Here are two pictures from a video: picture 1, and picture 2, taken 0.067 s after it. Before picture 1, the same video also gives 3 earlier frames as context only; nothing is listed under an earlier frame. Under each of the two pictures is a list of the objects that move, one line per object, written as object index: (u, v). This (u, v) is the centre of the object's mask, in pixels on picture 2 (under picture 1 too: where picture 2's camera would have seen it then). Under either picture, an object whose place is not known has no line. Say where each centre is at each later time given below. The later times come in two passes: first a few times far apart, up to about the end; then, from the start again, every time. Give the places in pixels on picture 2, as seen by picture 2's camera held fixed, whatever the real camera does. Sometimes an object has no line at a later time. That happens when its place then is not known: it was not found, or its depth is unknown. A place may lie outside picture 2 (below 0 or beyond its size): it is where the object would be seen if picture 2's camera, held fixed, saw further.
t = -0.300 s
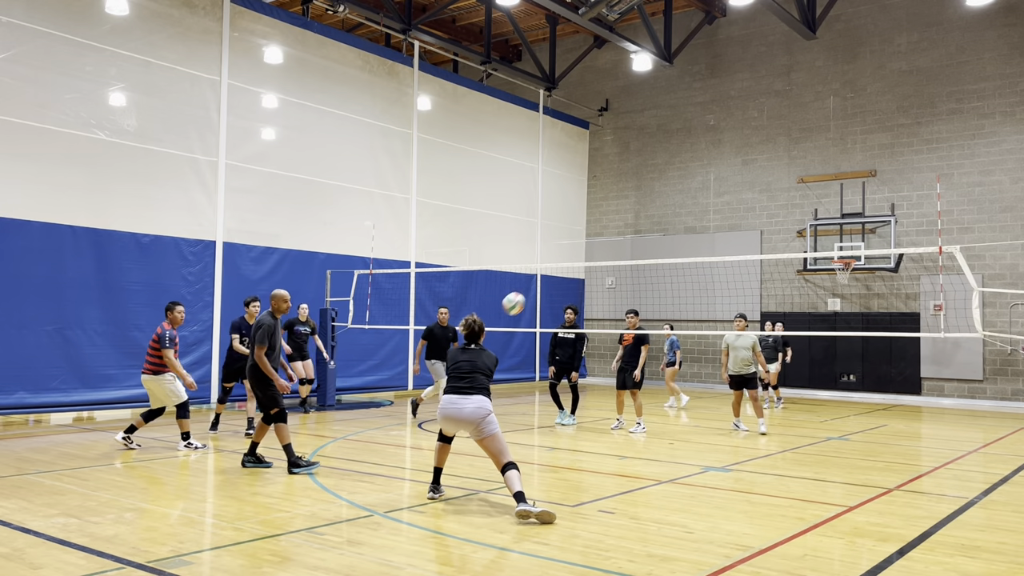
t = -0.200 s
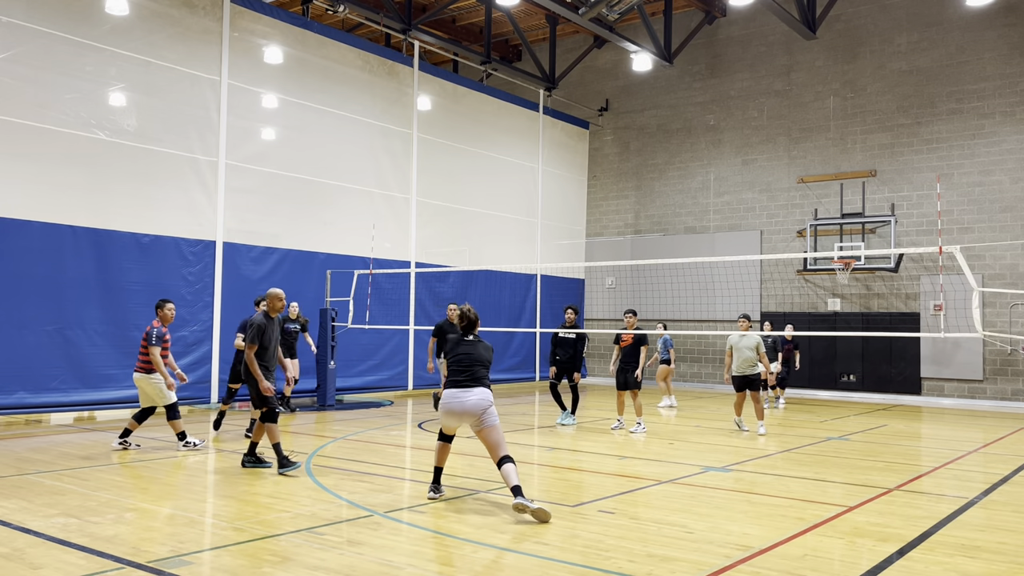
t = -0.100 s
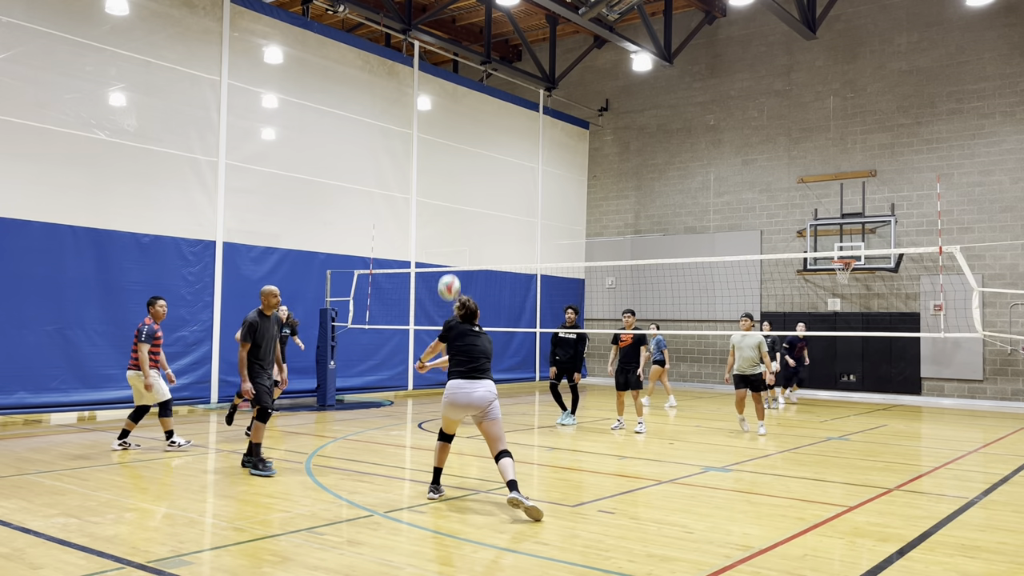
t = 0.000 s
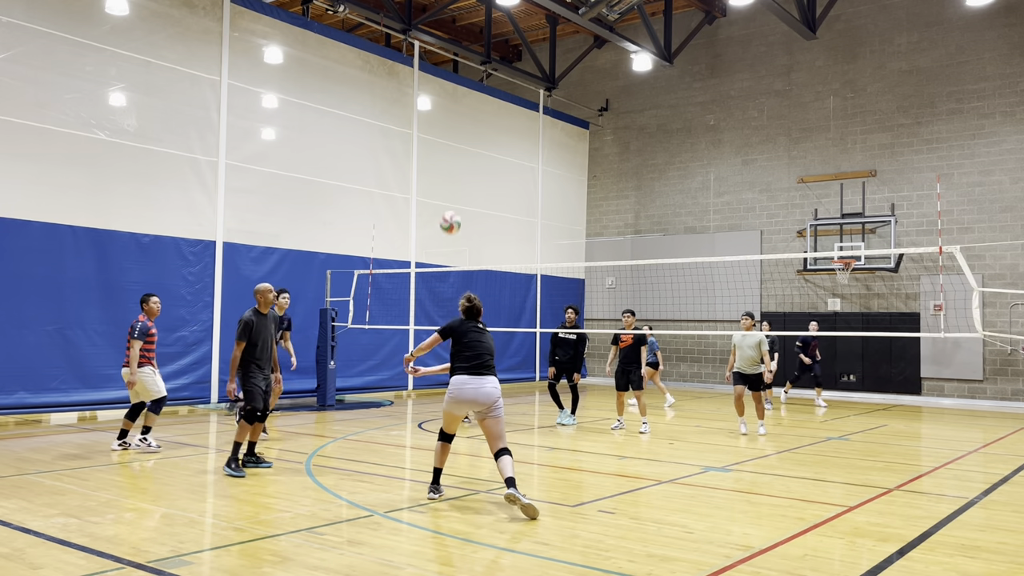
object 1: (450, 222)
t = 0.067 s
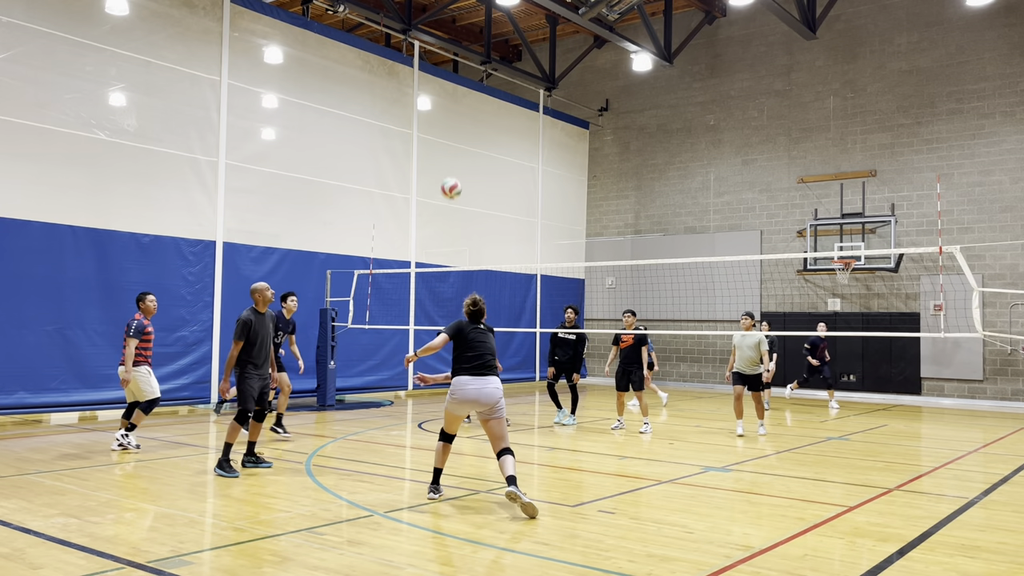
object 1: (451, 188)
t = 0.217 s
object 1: (452, 133)
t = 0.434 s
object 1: (452, 97)
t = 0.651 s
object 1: (452, 105)
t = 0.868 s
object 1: (452, 148)
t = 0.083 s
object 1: (451, 180)
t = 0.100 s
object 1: (451, 174)
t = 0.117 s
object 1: (451, 167)
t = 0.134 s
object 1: (451, 161)
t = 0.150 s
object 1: (451, 154)
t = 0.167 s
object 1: (452, 148)
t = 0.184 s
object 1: (452, 143)
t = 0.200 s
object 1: (452, 138)
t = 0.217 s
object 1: (452, 133)
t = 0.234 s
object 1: (452, 128)
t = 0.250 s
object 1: (452, 124)
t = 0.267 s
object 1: (452, 120)
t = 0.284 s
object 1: (452, 117)
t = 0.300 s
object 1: (452, 114)
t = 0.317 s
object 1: (452, 111)
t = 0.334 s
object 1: (452, 108)
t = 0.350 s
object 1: (452, 106)
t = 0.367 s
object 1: (453, 103)
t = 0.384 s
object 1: (453, 101)
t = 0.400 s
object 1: (453, 100)
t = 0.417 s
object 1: (453, 98)
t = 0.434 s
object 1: (452, 97)
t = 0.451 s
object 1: (453, 96)
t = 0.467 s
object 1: (453, 96)
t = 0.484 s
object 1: (453, 96)
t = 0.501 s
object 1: (453, 96)
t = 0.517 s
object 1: (453, 96)
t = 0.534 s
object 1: (453, 96)
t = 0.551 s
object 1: (453, 97)
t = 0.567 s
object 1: (453, 98)
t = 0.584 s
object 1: (453, 99)
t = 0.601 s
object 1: (452, 100)
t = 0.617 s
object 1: (452, 102)
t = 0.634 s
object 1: (452, 104)
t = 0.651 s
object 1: (452, 105)
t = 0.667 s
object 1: (452, 108)
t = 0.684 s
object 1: (452, 110)
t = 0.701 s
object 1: (452, 112)
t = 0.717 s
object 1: (452, 115)
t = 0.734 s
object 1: (452, 118)
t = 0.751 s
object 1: (452, 121)
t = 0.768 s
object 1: (452, 124)
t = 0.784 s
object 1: (452, 128)
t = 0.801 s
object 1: (452, 131)
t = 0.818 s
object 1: (452, 135)
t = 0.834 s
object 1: (452, 139)
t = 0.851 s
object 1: (452, 143)
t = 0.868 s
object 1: (452, 148)
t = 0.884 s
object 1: (452, 152)
